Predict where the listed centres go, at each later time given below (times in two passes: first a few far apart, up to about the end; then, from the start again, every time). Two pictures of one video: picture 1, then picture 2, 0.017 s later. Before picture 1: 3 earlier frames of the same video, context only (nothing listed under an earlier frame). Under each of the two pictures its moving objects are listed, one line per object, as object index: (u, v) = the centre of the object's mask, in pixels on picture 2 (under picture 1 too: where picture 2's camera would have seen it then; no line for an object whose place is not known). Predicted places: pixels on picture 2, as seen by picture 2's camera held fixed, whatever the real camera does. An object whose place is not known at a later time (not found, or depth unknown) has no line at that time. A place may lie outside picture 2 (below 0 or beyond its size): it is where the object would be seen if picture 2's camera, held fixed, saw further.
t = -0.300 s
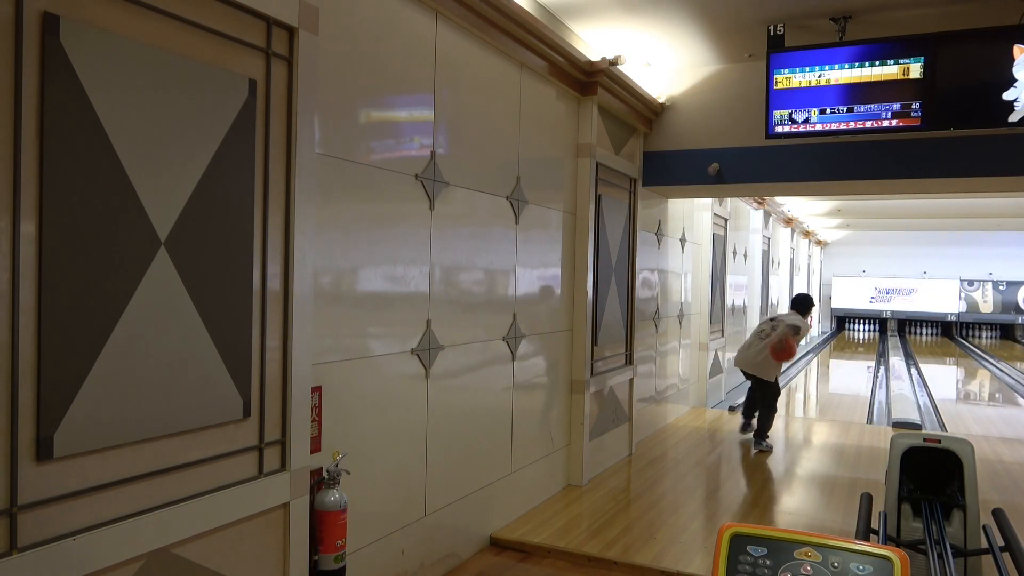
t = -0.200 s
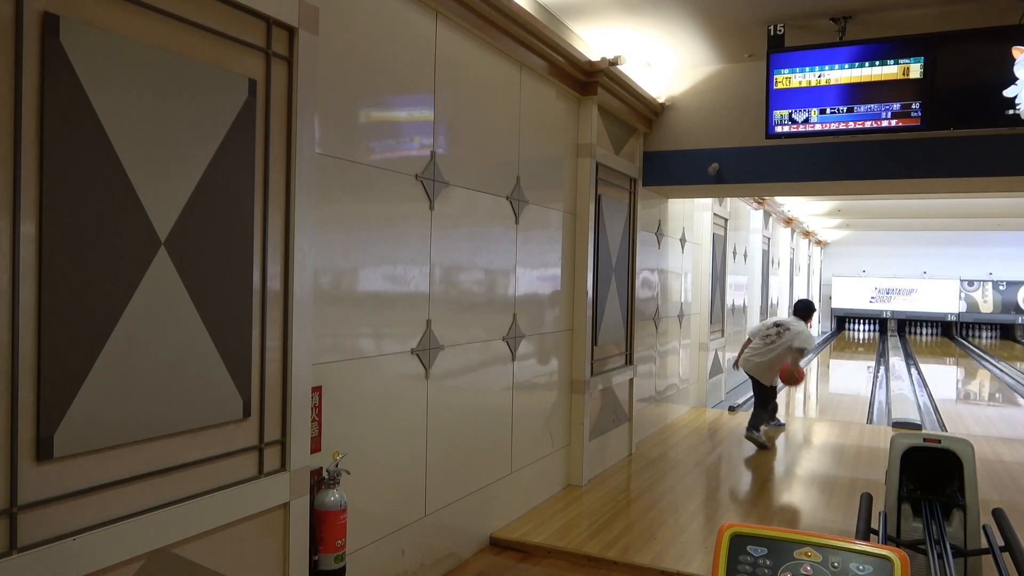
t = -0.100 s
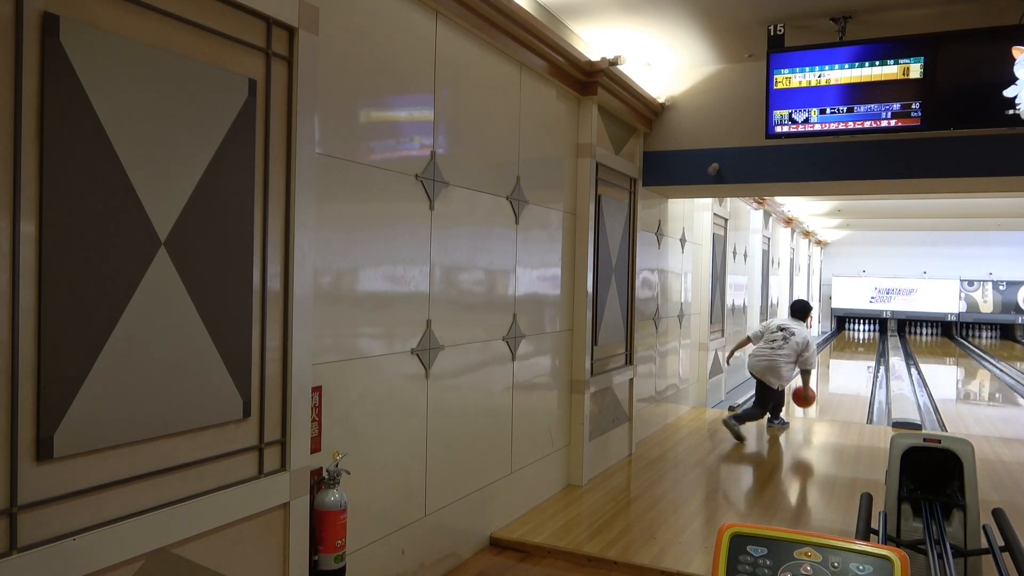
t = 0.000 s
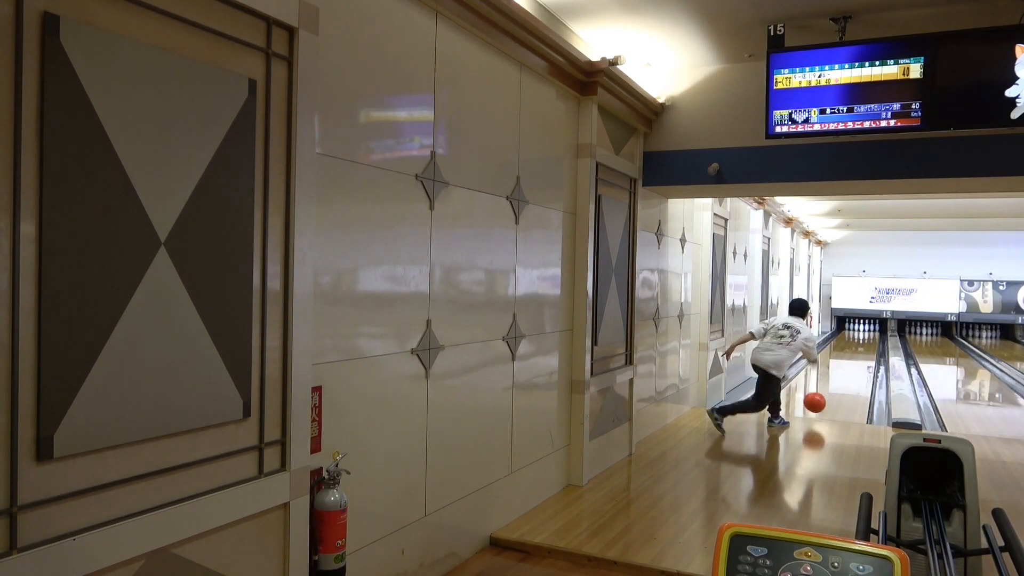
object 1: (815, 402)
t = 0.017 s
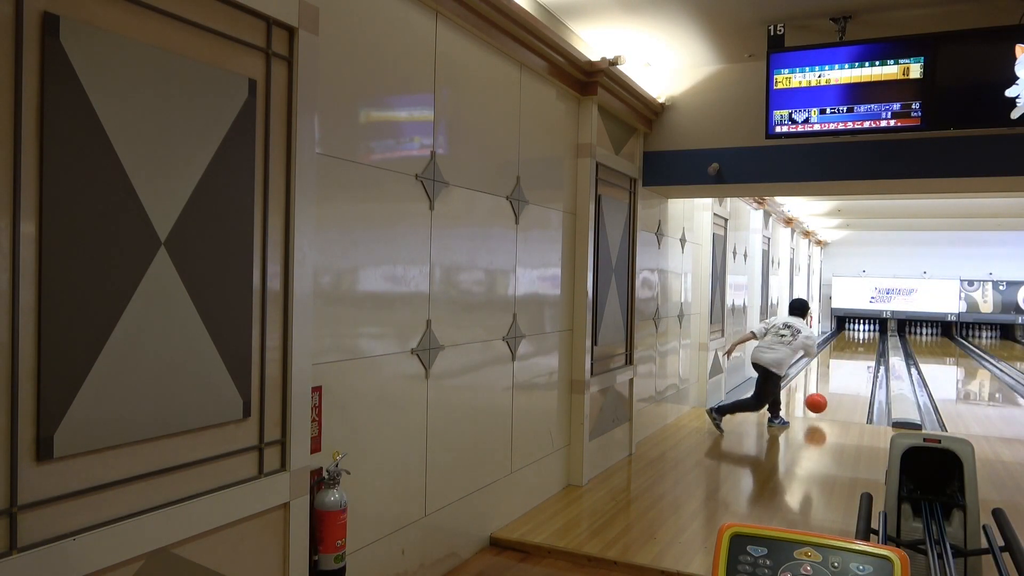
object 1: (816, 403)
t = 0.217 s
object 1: (831, 393)
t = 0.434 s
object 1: (844, 379)
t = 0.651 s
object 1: (853, 369)
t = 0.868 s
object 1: (859, 361)
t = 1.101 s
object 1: (865, 353)
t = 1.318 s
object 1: (868, 348)
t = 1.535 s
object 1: (870, 344)
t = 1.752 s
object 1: (872, 340)
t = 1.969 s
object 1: (872, 337)
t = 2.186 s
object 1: (871, 334)
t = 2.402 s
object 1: (870, 331)
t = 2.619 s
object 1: (867, 329)
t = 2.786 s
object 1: (870, 328)
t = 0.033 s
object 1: (818, 404)
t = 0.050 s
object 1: (819, 405)
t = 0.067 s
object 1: (820, 404)
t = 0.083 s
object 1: (822, 402)
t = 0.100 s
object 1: (823, 401)
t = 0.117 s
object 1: (824, 400)
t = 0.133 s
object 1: (826, 399)
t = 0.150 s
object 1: (827, 398)
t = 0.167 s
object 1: (828, 396)
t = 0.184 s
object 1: (829, 395)
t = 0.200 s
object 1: (830, 394)
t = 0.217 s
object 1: (831, 393)
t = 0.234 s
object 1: (832, 391)
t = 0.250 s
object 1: (833, 390)
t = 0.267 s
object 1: (835, 389)
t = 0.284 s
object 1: (835, 388)
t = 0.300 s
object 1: (836, 387)
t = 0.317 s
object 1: (838, 386)
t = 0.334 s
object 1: (838, 385)
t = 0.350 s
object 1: (839, 384)
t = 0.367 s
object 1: (840, 383)
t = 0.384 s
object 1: (841, 382)
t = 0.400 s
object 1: (842, 381)
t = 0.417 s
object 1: (843, 380)
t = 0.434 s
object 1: (844, 379)
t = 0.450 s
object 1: (844, 378)
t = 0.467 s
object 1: (845, 377)
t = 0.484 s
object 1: (846, 377)
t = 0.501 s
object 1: (847, 376)
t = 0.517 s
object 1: (847, 375)
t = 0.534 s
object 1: (848, 374)
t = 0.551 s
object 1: (849, 373)
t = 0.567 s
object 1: (849, 373)
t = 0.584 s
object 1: (850, 372)
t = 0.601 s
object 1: (851, 371)
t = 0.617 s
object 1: (851, 370)
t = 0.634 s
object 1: (852, 370)
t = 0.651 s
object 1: (853, 369)
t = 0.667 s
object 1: (853, 368)
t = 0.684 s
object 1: (854, 367)
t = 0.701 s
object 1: (854, 367)
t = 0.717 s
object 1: (855, 366)
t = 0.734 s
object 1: (855, 365)
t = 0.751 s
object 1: (856, 364)
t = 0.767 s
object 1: (856, 364)
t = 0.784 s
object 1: (857, 364)
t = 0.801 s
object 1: (857, 363)
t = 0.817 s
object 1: (858, 362)
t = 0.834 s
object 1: (858, 362)
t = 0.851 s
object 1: (859, 361)
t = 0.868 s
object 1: (859, 361)
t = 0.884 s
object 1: (860, 360)
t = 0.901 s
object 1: (860, 359)
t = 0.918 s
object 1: (860, 359)
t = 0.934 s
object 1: (861, 358)
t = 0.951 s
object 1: (861, 358)
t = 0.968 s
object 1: (862, 357)
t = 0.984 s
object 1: (862, 357)
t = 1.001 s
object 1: (863, 356)
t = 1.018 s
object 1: (863, 356)
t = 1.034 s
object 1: (863, 355)
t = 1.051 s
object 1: (864, 355)
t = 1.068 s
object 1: (864, 354)
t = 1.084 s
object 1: (864, 354)
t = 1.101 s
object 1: (865, 353)
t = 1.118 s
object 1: (865, 353)
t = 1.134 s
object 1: (865, 353)
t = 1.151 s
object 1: (866, 352)
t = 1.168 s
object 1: (866, 352)
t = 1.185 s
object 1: (866, 351)
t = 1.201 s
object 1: (866, 351)
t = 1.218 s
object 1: (867, 350)
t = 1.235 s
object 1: (867, 350)
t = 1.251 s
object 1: (867, 350)
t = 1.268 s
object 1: (867, 349)
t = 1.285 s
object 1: (868, 349)
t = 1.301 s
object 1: (868, 348)
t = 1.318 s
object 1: (868, 348)
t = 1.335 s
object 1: (868, 348)
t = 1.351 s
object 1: (868, 347)
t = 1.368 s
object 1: (869, 347)
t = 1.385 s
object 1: (869, 347)
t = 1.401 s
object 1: (869, 347)
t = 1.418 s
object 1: (869, 346)
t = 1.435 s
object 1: (870, 346)
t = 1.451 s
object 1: (870, 346)
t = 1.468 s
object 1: (870, 345)
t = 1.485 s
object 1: (870, 345)
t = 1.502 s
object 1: (870, 345)
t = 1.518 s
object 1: (870, 344)
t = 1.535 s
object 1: (870, 344)
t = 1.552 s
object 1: (871, 344)
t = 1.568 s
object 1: (871, 343)
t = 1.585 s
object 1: (871, 343)
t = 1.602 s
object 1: (871, 343)
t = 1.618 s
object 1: (871, 342)
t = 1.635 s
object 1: (871, 342)
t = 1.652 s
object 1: (872, 342)
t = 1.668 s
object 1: (872, 342)
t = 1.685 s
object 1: (872, 341)
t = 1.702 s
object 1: (872, 341)
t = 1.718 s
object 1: (872, 341)
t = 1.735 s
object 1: (872, 340)
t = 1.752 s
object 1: (872, 340)
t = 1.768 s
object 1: (872, 340)
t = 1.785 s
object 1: (872, 340)
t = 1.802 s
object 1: (872, 339)
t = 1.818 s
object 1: (872, 339)
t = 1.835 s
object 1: (872, 339)
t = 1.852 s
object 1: (872, 339)
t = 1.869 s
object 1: (872, 338)
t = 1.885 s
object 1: (872, 338)
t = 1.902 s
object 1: (872, 338)
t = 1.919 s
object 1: (872, 338)
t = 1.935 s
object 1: (872, 337)
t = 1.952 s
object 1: (872, 337)
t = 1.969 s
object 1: (872, 337)
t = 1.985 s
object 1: (872, 337)
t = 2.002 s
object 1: (872, 337)
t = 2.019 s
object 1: (872, 336)
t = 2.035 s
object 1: (872, 336)
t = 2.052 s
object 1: (872, 336)
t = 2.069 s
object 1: (872, 335)
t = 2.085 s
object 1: (872, 335)
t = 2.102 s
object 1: (872, 335)
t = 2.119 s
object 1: (872, 335)
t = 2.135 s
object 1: (872, 335)
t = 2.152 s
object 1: (872, 334)
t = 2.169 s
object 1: (872, 334)
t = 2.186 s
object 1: (871, 334)
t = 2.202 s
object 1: (871, 334)
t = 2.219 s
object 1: (871, 334)
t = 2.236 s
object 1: (871, 333)
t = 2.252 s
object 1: (871, 333)
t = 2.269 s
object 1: (871, 333)
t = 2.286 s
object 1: (871, 333)
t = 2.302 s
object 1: (871, 333)
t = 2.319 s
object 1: (871, 332)
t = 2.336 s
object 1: (871, 332)
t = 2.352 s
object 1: (870, 332)
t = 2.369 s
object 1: (871, 332)
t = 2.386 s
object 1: (870, 332)
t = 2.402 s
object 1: (870, 331)
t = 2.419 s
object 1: (870, 331)
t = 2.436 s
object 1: (870, 331)
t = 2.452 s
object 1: (869, 331)
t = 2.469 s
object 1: (869, 331)
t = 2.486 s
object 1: (869, 330)
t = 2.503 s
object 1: (869, 330)
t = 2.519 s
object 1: (868, 330)
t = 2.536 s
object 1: (868, 330)
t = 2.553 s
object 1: (868, 330)
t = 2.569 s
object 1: (868, 330)
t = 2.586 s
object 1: (868, 330)
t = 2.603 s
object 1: (867, 329)
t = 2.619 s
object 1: (867, 329)
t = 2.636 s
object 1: (867, 329)
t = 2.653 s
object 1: (867, 328)
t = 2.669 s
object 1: (867, 328)
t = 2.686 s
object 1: (867, 328)
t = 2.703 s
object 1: (867, 328)
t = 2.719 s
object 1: (867, 328)
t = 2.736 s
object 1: (867, 328)
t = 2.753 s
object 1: (868, 328)
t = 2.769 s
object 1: (869, 328)
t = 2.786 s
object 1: (870, 328)
